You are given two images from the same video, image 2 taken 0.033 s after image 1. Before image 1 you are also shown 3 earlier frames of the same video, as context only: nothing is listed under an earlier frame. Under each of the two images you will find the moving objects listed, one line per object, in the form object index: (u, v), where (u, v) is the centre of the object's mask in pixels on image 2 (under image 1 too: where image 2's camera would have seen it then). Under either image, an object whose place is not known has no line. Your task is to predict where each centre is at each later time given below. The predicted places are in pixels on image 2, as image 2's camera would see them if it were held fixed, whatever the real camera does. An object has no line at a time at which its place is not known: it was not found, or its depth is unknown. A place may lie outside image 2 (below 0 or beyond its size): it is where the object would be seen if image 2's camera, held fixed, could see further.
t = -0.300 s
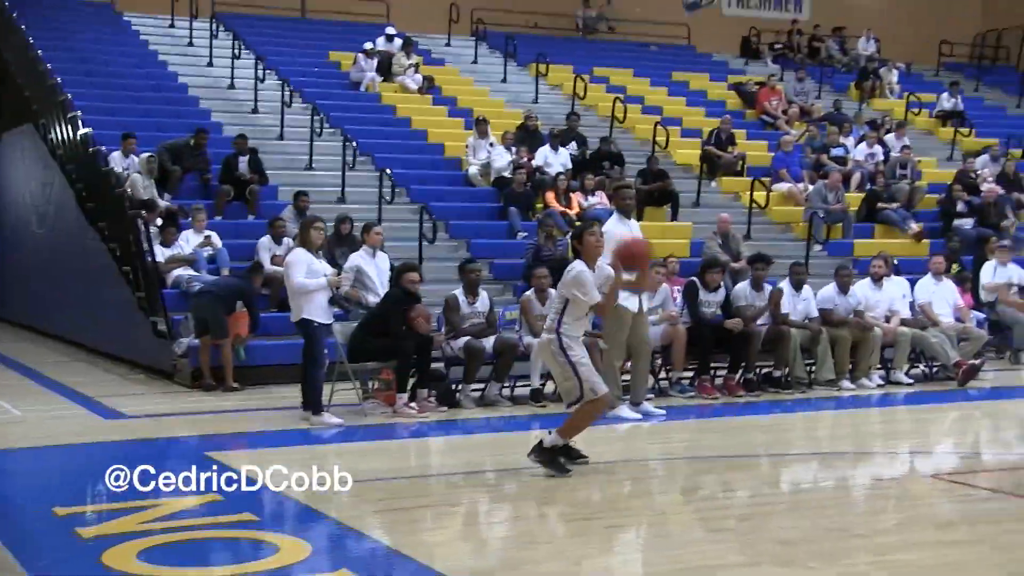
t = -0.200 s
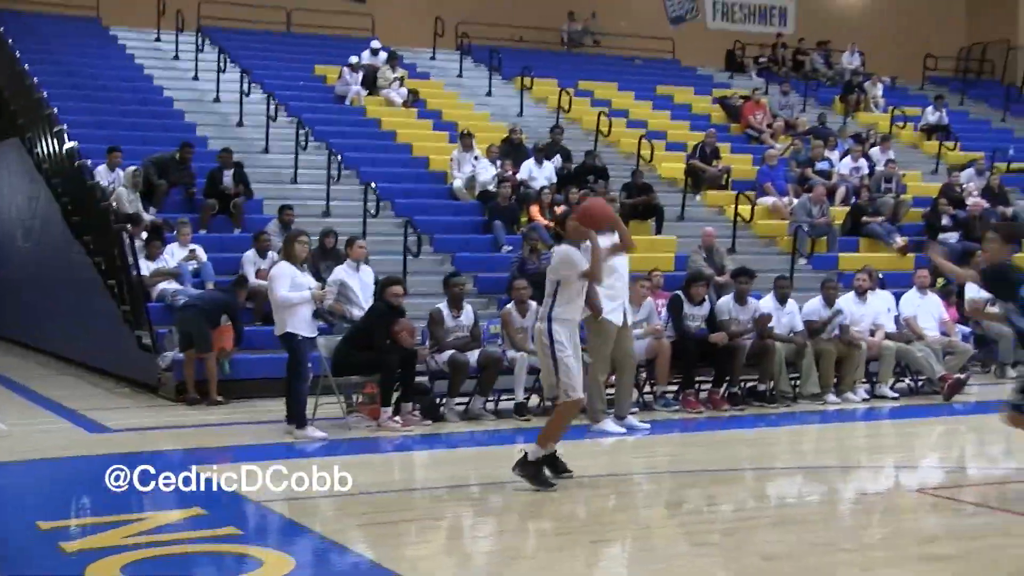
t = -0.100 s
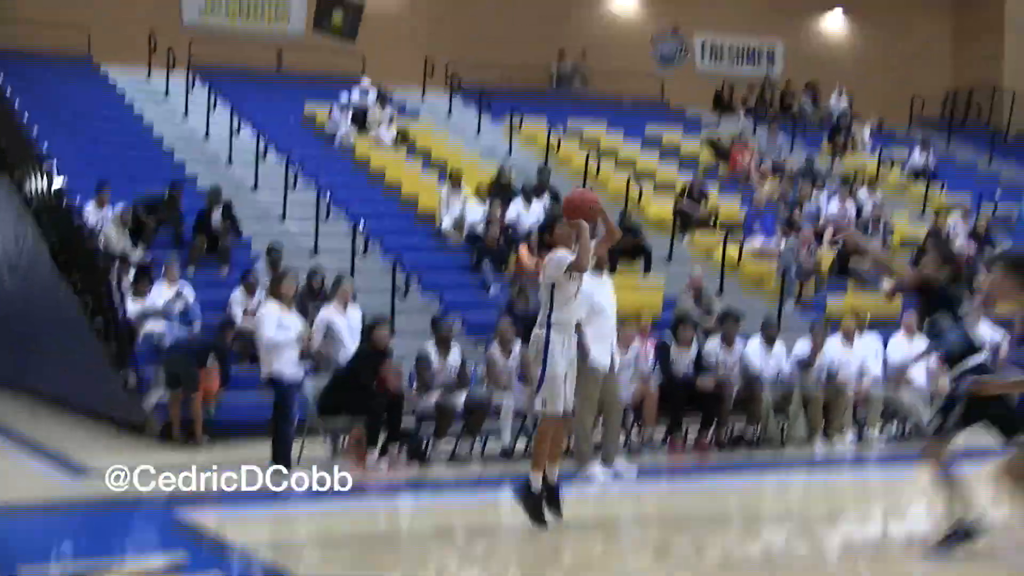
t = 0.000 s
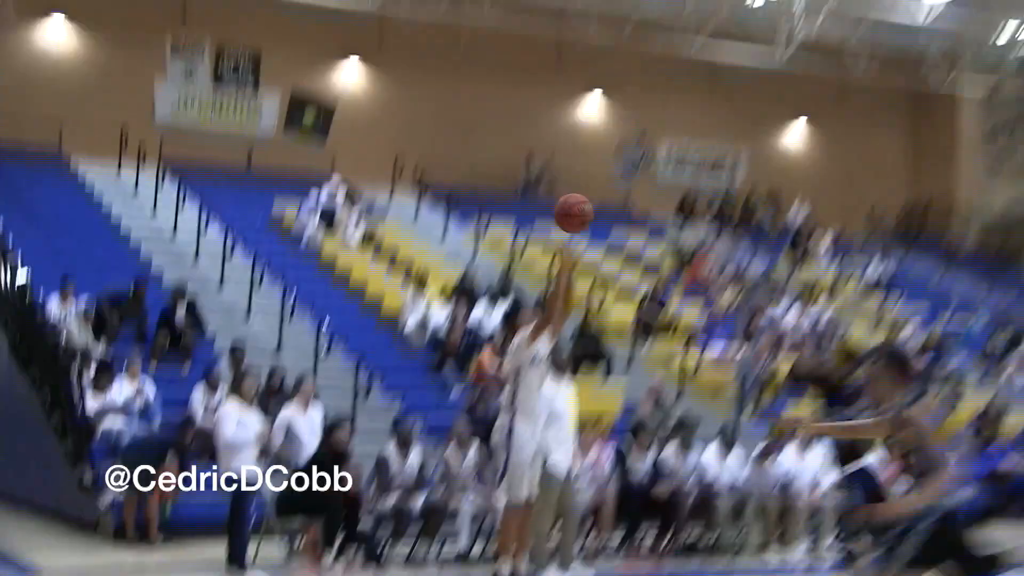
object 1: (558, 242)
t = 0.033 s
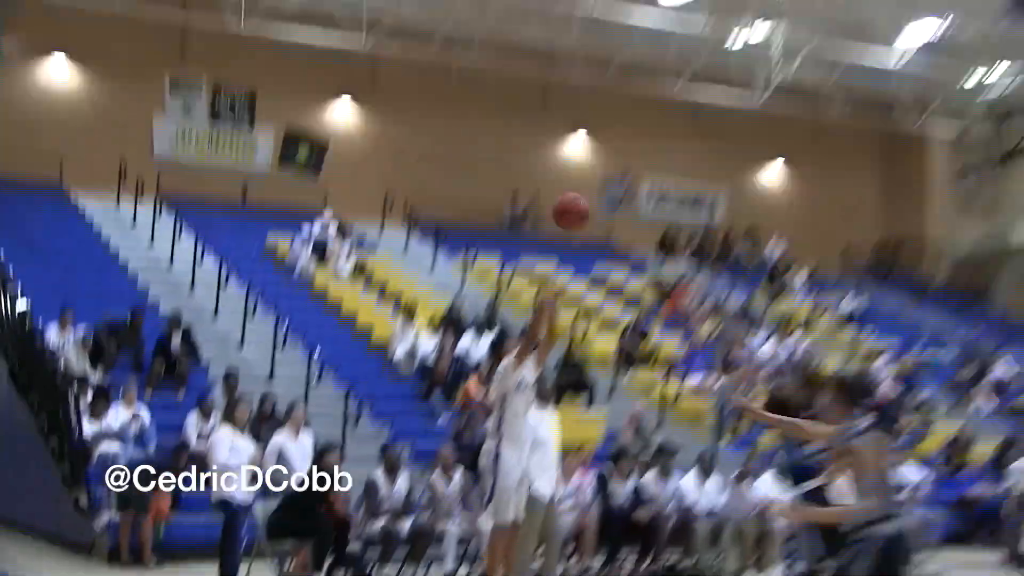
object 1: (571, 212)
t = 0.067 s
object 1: (589, 176)
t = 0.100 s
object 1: (600, 141)
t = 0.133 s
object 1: (614, 111)
